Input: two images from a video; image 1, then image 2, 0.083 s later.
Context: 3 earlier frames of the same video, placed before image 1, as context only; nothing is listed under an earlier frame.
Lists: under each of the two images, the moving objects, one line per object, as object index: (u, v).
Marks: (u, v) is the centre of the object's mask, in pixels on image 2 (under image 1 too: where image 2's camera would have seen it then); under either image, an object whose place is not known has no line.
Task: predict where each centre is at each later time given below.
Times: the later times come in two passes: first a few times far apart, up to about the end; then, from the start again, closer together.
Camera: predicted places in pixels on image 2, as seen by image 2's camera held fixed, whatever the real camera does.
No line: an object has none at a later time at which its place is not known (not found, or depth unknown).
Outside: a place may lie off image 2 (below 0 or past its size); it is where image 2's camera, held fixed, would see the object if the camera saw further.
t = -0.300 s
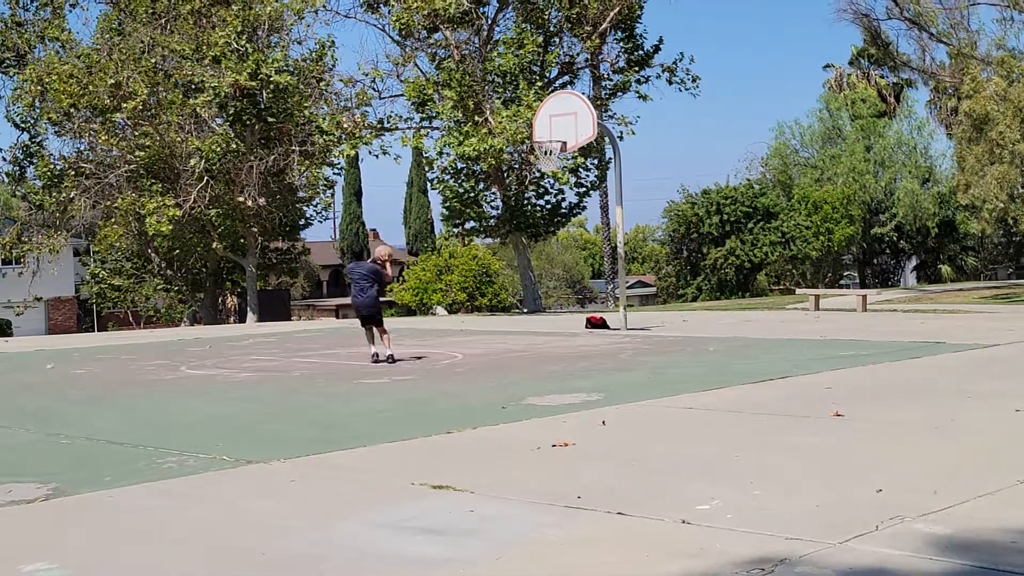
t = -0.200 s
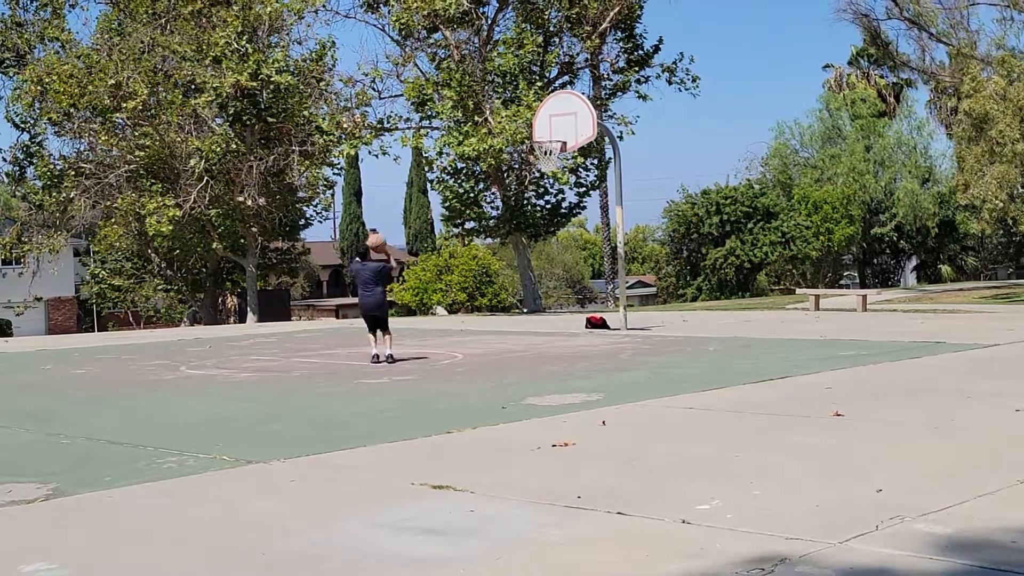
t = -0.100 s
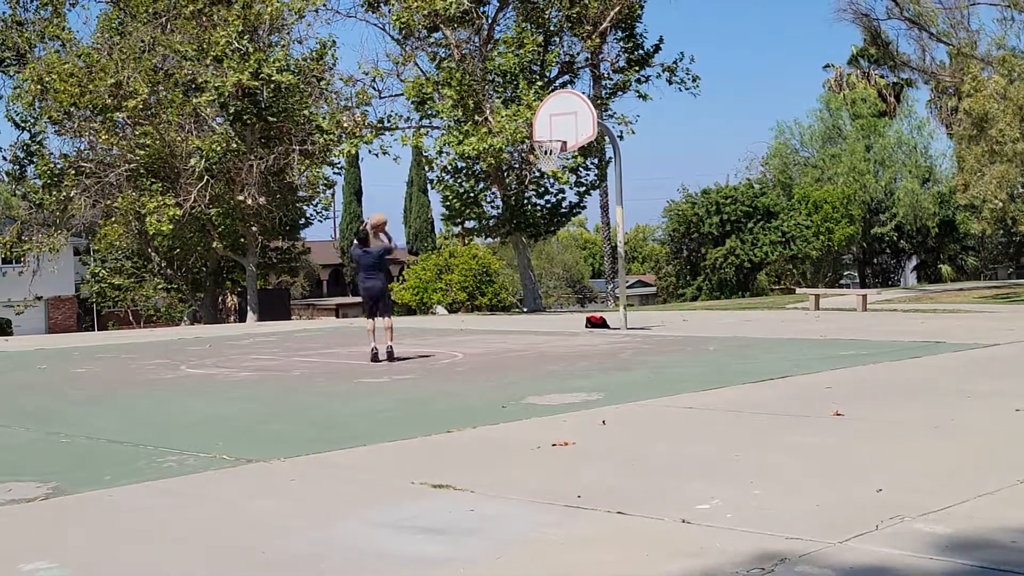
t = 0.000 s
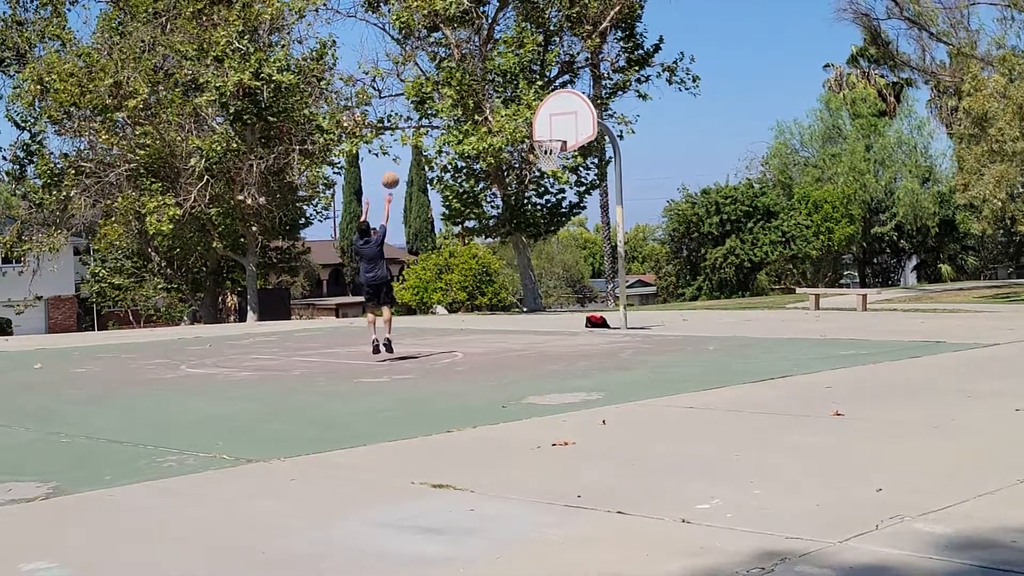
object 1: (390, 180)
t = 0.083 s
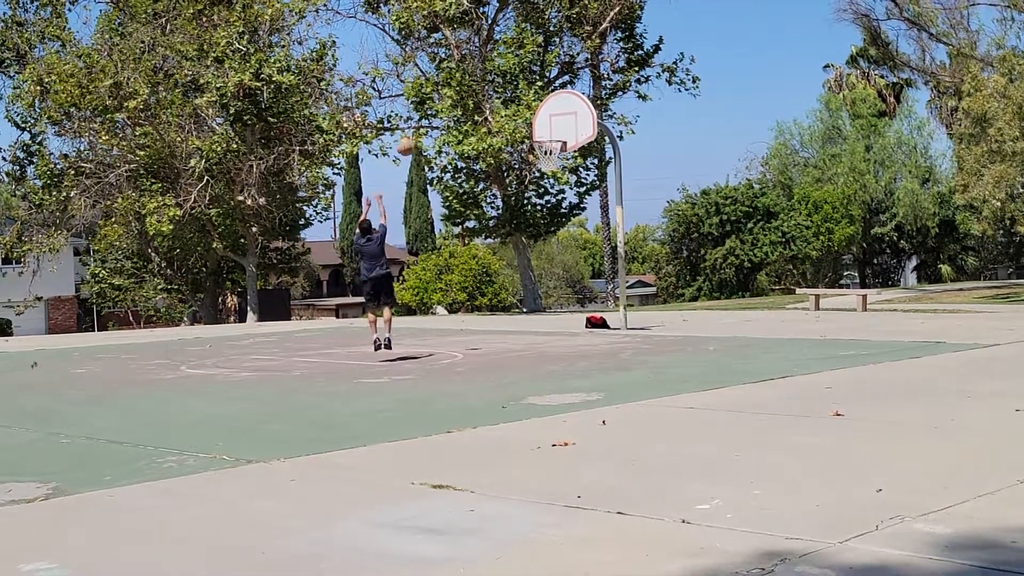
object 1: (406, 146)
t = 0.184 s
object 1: (422, 115)
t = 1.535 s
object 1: (462, 141)
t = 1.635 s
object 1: (443, 159)
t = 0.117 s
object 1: (410, 135)
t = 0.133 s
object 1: (413, 130)
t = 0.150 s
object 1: (417, 124)
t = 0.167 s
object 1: (419, 120)
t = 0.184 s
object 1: (422, 115)
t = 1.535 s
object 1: (462, 141)
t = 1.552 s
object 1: (458, 144)
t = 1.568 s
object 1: (456, 147)
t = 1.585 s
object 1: (452, 151)
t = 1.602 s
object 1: (449, 153)
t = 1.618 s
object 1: (447, 157)
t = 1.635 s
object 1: (443, 159)
